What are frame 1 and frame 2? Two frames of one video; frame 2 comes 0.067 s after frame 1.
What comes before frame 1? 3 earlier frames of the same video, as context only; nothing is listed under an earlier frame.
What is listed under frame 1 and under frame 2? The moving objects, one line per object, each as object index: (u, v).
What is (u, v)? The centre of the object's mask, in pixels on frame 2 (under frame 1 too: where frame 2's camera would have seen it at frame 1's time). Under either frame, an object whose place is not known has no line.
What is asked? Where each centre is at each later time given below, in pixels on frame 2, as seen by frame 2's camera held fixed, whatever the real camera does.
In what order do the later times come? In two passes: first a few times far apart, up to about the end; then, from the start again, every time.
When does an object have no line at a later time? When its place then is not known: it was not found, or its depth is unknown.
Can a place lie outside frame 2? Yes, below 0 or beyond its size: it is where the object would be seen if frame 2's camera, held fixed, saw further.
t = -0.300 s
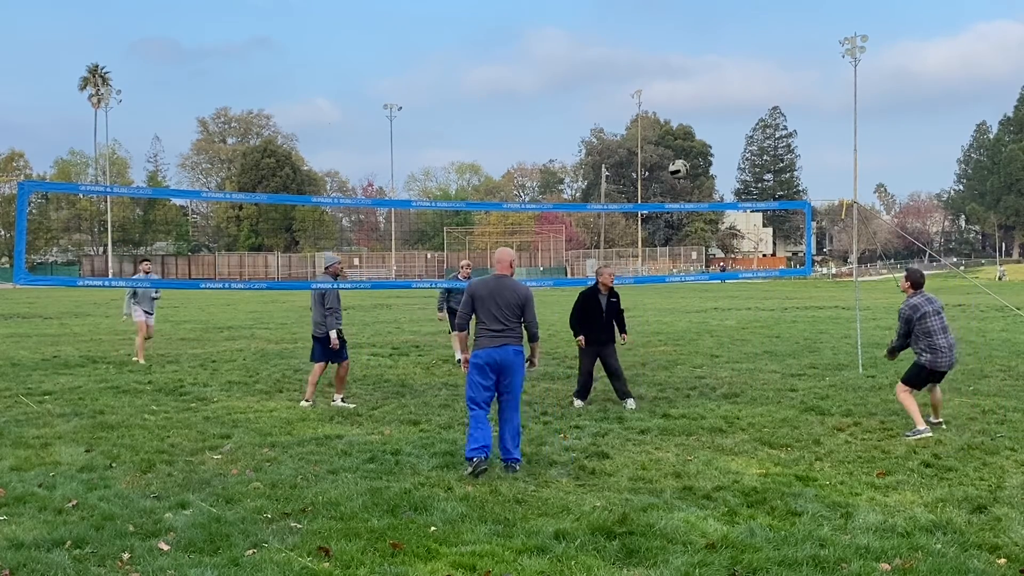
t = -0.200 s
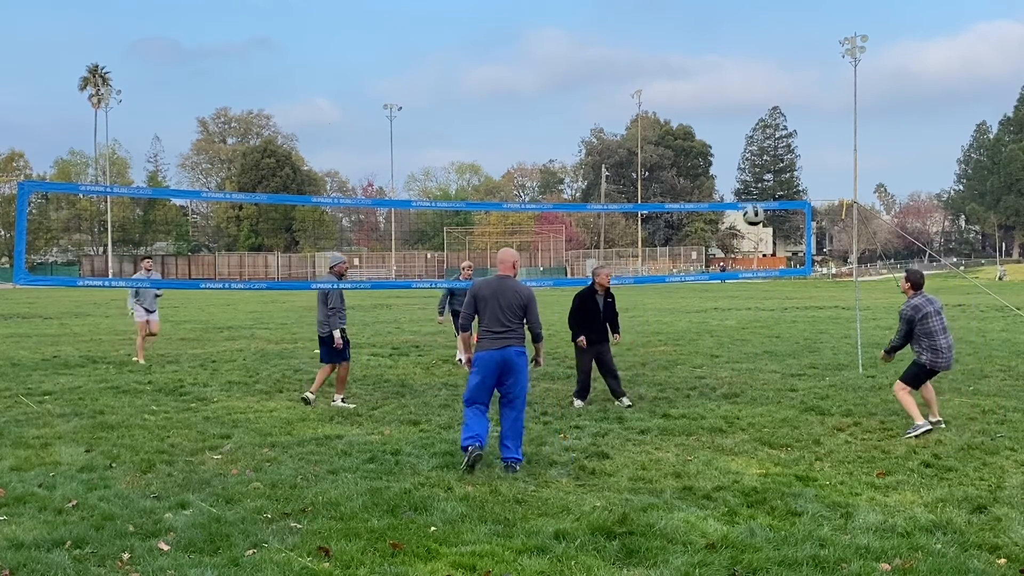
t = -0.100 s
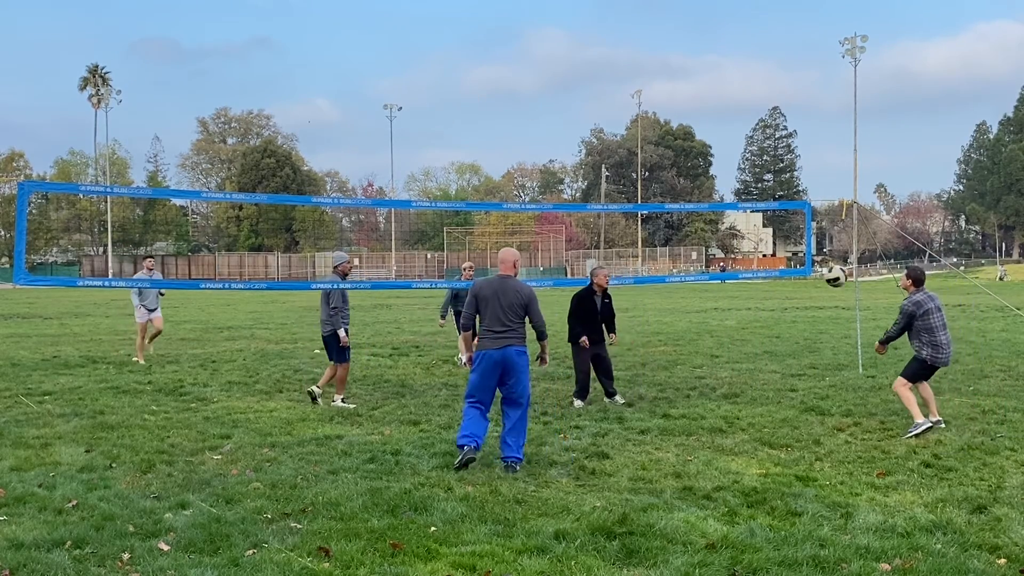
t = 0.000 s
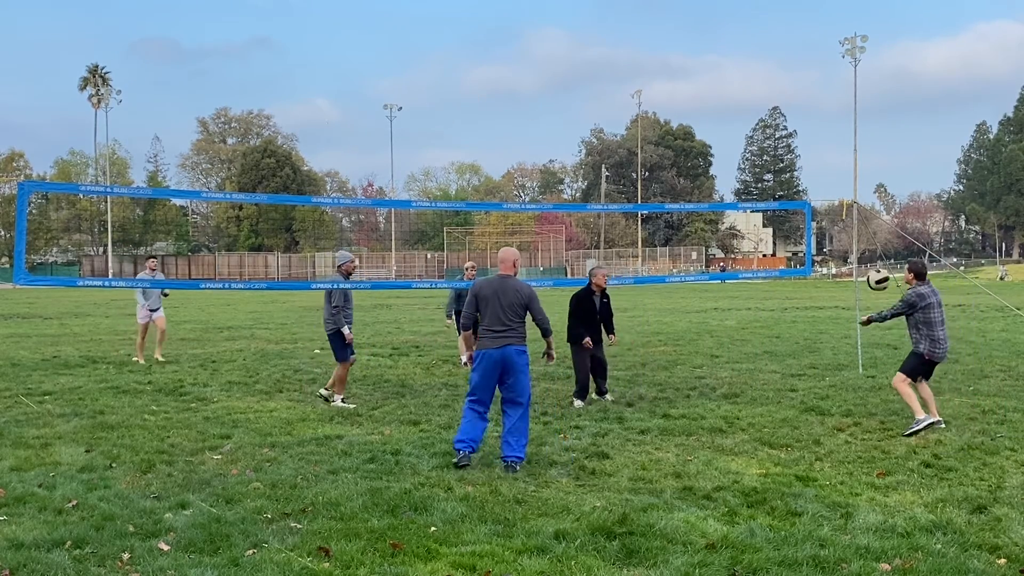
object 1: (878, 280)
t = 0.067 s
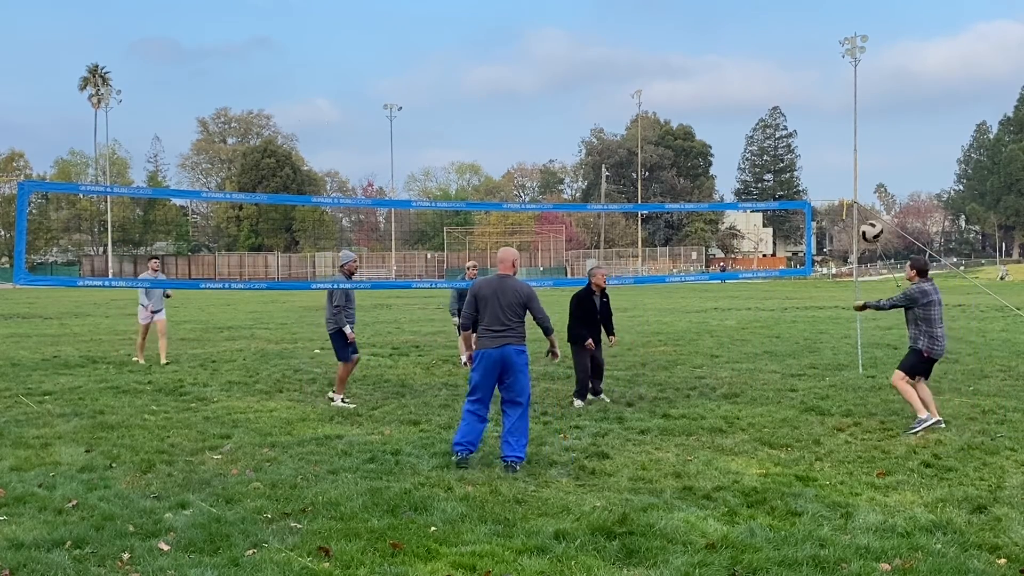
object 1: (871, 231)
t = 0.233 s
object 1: (856, 134)
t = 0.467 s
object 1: (840, 47)
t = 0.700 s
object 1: (827, 16)
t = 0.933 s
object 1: (813, 37)
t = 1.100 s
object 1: (804, 82)
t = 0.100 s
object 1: (868, 210)
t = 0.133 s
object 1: (864, 189)
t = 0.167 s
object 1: (862, 170)
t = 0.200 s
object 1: (859, 151)
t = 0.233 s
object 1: (856, 134)
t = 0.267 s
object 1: (854, 118)
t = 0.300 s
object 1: (851, 104)
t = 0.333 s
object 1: (848, 90)
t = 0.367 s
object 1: (846, 77)
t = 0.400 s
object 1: (845, 66)
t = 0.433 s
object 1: (842, 57)
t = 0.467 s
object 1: (840, 47)
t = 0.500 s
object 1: (838, 39)
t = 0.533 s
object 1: (836, 33)
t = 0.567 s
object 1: (834, 27)
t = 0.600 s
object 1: (832, 23)
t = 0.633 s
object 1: (830, 19)
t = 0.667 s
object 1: (828, 17)
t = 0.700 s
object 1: (827, 16)
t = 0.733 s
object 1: (824, 16)
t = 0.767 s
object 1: (822, 16)
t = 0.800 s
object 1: (820, 18)
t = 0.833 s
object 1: (818, 21)
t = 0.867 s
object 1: (816, 25)
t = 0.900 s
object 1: (815, 30)
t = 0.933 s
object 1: (813, 37)
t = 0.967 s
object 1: (811, 43)
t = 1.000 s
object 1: (809, 51)
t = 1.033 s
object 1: (808, 60)
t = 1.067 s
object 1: (806, 71)
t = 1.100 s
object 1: (804, 82)
